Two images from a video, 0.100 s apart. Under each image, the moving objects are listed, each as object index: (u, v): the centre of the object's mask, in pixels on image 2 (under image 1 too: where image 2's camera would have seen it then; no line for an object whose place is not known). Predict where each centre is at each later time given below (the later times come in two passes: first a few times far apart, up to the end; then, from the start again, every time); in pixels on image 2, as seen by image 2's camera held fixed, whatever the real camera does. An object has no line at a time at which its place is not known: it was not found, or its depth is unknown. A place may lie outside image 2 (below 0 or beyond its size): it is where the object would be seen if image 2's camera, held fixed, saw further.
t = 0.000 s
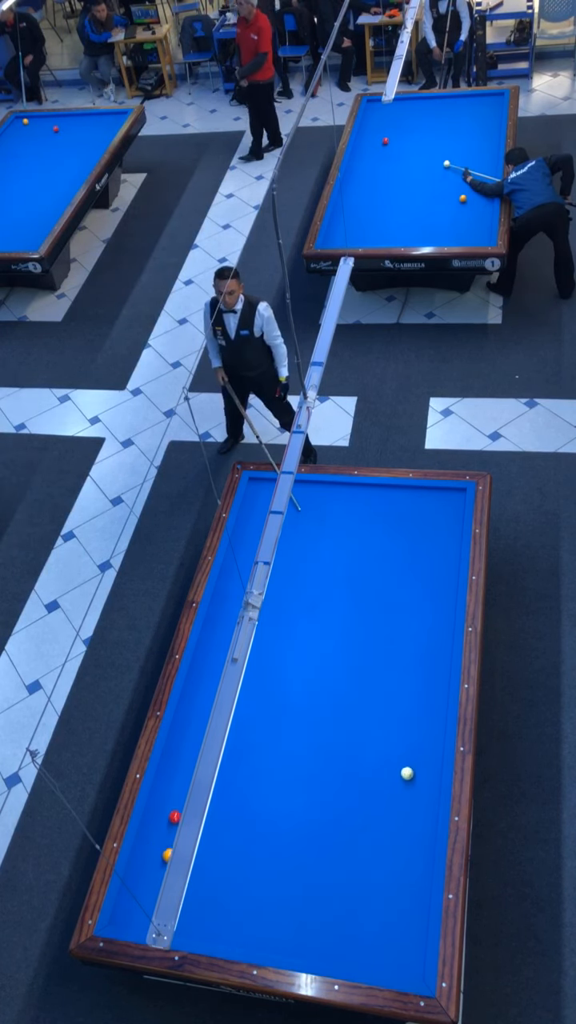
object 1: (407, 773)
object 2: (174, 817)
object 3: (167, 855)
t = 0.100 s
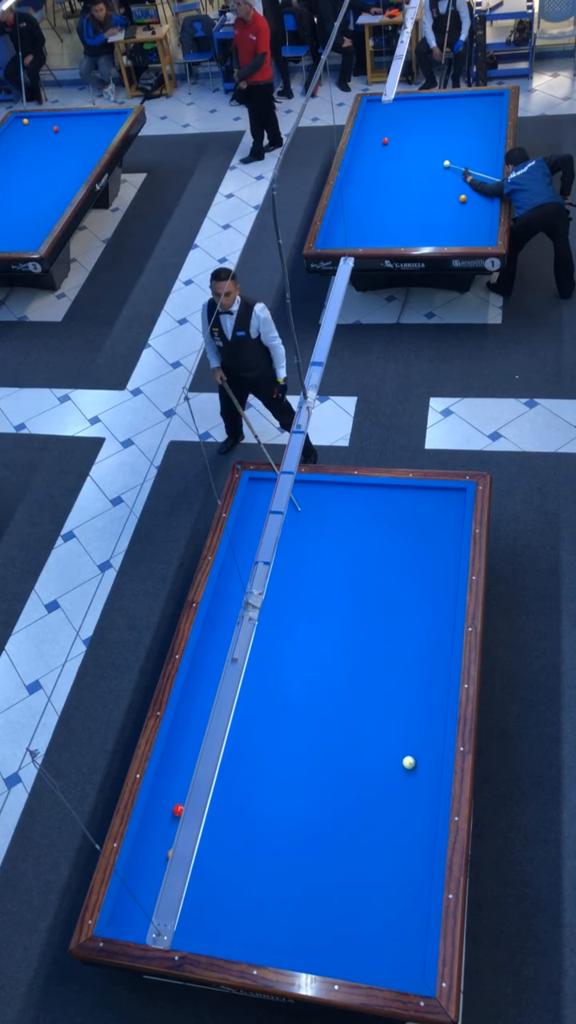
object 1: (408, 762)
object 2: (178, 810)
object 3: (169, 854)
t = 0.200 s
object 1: (410, 752)
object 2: (180, 803)
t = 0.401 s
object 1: (413, 732)
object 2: (186, 789)
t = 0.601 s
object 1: (416, 713)
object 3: (199, 852)
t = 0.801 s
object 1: (419, 695)
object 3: (206, 851)
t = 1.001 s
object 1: (421, 677)
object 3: (214, 849)
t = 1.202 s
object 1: (424, 660)
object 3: (222, 848)
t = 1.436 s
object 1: (427, 642)
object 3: (231, 847)
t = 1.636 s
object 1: (429, 627)
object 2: (232, 721)
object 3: (237, 846)
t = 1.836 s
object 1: (431, 613)
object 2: (236, 711)
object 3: (244, 845)
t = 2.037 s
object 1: (433, 600)
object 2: (240, 701)
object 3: (250, 845)
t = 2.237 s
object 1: (436, 587)
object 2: (243, 693)
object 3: (255, 844)
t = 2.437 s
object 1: (437, 575)
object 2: (247, 685)
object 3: (260, 843)
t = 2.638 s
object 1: (440, 563)
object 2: (251, 677)
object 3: (265, 843)
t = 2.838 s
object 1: (442, 552)
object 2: (255, 670)
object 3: (269, 842)
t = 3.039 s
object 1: (443, 541)
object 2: (259, 663)
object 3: (273, 841)
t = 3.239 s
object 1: (445, 531)
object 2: (262, 657)
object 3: (276, 841)
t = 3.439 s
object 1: (447, 521)
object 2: (266, 650)
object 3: (279, 840)
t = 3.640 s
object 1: (449, 512)
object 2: (269, 645)
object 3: (282, 840)
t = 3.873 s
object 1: (450, 502)
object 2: (272, 638)
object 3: (284, 840)
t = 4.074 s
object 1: (452, 494)
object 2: (275, 633)
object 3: (286, 840)
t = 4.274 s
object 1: (452, 494)
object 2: (278, 628)
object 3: (287, 839)
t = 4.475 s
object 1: (452, 499)
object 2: (280, 623)
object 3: (288, 839)
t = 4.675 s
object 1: (452, 504)
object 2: (282, 620)
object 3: (288, 839)
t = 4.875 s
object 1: (452, 508)
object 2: (284, 616)
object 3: (288, 839)
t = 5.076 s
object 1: (452, 512)
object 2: (286, 612)
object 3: (288, 839)
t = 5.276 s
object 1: (451, 516)
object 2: (288, 609)
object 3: (288, 839)
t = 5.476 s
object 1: (451, 519)
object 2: (290, 606)
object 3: (288, 839)
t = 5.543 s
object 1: (451, 520)
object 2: (290, 605)
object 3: (288, 839)
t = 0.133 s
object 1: (409, 759)
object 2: (179, 807)
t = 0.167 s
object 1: (410, 756)
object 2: (180, 805)
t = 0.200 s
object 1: (410, 752)
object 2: (180, 803)
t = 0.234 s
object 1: (410, 748)
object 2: (181, 800)
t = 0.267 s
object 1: (411, 745)
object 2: (182, 798)
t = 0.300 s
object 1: (411, 742)
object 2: (184, 796)
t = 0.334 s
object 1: (412, 739)
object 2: (184, 793)
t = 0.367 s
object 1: (413, 735)
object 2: (185, 792)
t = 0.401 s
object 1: (413, 732)
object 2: (186, 789)
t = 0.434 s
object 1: (413, 728)
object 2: (187, 787)
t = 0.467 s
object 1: (414, 725)
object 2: (188, 784)
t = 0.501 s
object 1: (414, 722)
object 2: (189, 782)
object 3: (197, 853)
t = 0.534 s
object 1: (415, 719)
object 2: (189, 781)
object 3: (198, 853)
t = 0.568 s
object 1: (415, 715)
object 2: (190, 780)
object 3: (199, 852)
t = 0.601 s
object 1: (416, 713)
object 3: (199, 852)
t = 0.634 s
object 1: (417, 709)
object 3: (200, 852)
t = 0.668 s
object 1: (417, 706)
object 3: (201, 852)
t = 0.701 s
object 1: (418, 703)
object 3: (202, 851)
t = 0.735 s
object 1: (418, 700)
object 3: (203, 851)
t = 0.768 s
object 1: (418, 697)
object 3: (205, 851)
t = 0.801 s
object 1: (419, 695)
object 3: (206, 851)
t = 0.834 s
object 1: (419, 692)
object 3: (208, 850)
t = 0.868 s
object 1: (420, 689)
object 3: (209, 850)
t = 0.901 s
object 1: (420, 686)
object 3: (210, 850)
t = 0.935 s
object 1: (420, 683)
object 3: (212, 850)
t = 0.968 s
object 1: (421, 680)
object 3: (213, 850)
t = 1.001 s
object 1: (421, 677)
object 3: (214, 849)
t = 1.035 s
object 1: (422, 674)
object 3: (216, 849)
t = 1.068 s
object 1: (422, 671)
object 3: (217, 849)
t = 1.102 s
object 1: (423, 669)
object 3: (218, 849)
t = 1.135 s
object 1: (423, 666)
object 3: (219, 849)
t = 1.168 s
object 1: (424, 663)
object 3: (221, 849)
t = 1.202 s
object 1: (424, 660)
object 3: (222, 848)
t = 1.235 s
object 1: (424, 658)
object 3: (223, 848)
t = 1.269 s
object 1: (425, 655)
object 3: (224, 848)
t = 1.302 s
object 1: (425, 653)
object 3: (226, 848)
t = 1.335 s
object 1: (426, 650)
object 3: (227, 848)
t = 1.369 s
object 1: (426, 647)
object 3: (228, 848)
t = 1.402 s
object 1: (427, 645)
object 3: (229, 847)
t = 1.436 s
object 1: (427, 642)
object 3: (231, 847)
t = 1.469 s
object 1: (427, 640)
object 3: (232, 847)
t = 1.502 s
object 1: (428, 637)
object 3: (233, 847)
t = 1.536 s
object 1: (428, 635)
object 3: (234, 847)
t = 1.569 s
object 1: (428, 632)
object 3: (235, 847)
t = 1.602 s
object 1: (429, 630)
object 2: (231, 723)
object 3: (236, 846)
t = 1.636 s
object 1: (429, 627)
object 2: (232, 721)
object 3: (237, 846)
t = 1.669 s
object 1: (429, 625)
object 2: (233, 720)
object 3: (238, 846)
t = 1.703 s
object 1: (430, 623)
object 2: (233, 718)
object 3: (240, 846)
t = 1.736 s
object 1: (430, 620)
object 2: (234, 716)
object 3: (241, 846)
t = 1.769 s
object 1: (431, 618)
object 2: (234, 714)
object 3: (242, 846)
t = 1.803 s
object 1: (431, 616)
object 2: (235, 712)
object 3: (243, 846)
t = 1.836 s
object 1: (431, 613)
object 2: (236, 711)
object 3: (244, 845)
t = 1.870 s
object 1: (432, 611)
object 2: (236, 710)
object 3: (245, 845)
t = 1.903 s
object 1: (432, 609)
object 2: (237, 708)
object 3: (246, 845)
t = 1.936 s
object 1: (432, 607)
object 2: (238, 707)
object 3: (247, 845)
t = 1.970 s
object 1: (433, 604)
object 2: (239, 704)
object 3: (248, 845)
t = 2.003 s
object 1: (433, 602)
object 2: (239, 704)
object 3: (249, 845)
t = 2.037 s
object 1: (433, 600)
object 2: (240, 701)
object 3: (250, 845)
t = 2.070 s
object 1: (434, 597)
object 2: (240, 700)
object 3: (251, 845)
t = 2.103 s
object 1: (434, 595)
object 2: (241, 698)
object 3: (252, 844)
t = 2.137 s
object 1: (435, 593)
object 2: (241, 697)
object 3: (252, 844)
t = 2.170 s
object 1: (435, 591)
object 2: (242, 696)
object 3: (253, 844)
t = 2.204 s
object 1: (435, 589)
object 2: (242, 694)
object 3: (254, 844)
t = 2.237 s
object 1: (436, 587)
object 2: (243, 693)
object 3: (255, 844)
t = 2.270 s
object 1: (436, 585)
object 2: (244, 691)
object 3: (256, 844)
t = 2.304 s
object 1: (436, 583)
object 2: (244, 690)
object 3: (257, 844)
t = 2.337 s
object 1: (437, 581)
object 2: (245, 689)
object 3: (258, 844)
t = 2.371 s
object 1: (437, 579)
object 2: (246, 687)
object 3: (259, 843)
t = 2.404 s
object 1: (437, 577)
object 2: (246, 686)
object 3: (260, 843)
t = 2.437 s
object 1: (437, 575)
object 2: (247, 685)
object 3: (260, 843)
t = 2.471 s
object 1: (438, 572)
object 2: (248, 684)
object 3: (261, 843)
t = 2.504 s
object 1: (438, 571)
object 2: (248, 682)
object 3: (262, 843)
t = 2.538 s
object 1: (439, 569)
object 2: (249, 681)
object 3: (263, 843)
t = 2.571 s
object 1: (439, 567)
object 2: (250, 679)
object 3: (264, 843)
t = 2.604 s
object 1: (439, 565)
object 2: (251, 678)
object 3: (264, 843)
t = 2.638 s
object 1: (440, 563)
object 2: (251, 677)
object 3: (265, 843)
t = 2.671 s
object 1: (440, 561)
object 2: (252, 676)
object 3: (266, 843)
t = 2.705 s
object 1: (440, 559)
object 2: (252, 675)
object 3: (267, 842)
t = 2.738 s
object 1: (441, 557)
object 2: (253, 673)
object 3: (267, 842)
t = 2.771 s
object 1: (441, 555)
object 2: (254, 672)
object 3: (268, 842)
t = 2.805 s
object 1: (441, 553)
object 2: (255, 671)
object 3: (269, 842)
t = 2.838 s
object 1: (442, 552)
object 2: (255, 670)
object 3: (269, 842)
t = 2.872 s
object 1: (442, 550)
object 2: (256, 668)
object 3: (270, 842)
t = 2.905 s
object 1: (442, 548)
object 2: (256, 668)
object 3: (271, 842)
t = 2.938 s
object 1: (442, 546)
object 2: (257, 667)
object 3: (271, 842)
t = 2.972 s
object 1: (443, 545)
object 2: (257, 666)
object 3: (272, 842)
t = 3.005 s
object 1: (443, 543)
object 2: (258, 664)
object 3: (272, 841)
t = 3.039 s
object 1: (443, 541)
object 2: (259, 663)
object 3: (273, 841)
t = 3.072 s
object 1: (444, 539)
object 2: (260, 662)
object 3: (274, 841)
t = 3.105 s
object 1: (444, 538)
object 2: (260, 661)
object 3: (274, 841)
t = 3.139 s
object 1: (444, 536)
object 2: (261, 660)
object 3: (275, 841)
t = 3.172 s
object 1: (445, 534)
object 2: (261, 659)
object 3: (275, 841)
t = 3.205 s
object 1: (445, 533)
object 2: (262, 657)
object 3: (276, 841)
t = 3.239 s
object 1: (445, 531)
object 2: (262, 657)
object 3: (276, 841)
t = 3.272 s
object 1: (445, 529)
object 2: (263, 655)
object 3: (277, 840)
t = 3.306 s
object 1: (446, 528)
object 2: (264, 654)
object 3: (277, 840)
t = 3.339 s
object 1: (446, 526)
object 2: (264, 653)
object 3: (278, 840)
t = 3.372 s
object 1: (446, 525)
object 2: (265, 652)
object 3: (279, 840)
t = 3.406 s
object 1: (447, 523)
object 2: (265, 651)
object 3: (279, 840)
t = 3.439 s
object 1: (447, 521)
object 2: (266, 650)
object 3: (279, 840)
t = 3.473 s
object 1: (447, 520)
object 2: (266, 649)
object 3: (280, 840)
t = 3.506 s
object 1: (447, 518)
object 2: (267, 648)
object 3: (280, 840)
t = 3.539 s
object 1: (448, 517)
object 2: (267, 647)
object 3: (281, 840)
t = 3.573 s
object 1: (448, 515)
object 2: (268, 646)
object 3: (281, 840)
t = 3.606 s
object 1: (448, 514)
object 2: (269, 646)
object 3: (281, 840)
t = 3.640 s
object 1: (449, 512)
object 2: (269, 645)
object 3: (282, 840)
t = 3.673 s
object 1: (449, 511)
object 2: (270, 643)
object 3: (282, 840)
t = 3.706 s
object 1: (449, 509)
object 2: (270, 643)
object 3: (283, 840)
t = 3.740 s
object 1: (450, 508)
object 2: (270, 642)
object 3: (283, 840)
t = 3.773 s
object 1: (450, 506)
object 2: (271, 641)
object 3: (283, 840)
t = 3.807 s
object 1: (450, 505)
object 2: (271, 640)
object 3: (284, 840)
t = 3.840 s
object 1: (450, 503)
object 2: (272, 639)
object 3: (284, 840)
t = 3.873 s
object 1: (450, 502)
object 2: (272, 638)
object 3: (284, 840)
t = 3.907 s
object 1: (451, 501)
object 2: (273, 637)
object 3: (285, 840)
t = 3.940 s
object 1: (451, 499)
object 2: (273, 636)
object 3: (285, 839)
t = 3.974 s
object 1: (451, 498)
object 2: (274, 636)
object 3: (285, 839)
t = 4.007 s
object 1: (451, 496)
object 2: (274, 635)
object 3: (285, 840)
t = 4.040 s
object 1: (452, 495)
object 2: (275, 634)
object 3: (286, 839)
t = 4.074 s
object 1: (452, 494)
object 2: (275, 633)
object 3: (286, 840)
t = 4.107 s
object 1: (452, 492)
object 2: (276, 632)
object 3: (286, 839)
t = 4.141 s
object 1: (452, 491)
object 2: (276, 631)
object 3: (286, 839)
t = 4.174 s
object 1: (452, 492)
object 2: (277, 630)
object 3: (287, 839)
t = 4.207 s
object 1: (453, 493)
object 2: (277, 630)
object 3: (287, 839)
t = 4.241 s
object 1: (452, 494)
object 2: (277, 629)
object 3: (287, 839)
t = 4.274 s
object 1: (452, 494)
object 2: (278, 628)
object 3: (287, 839)
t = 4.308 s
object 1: (452, 495)
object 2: (278, 627)
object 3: (287, 839)
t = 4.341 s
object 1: (452, 496)
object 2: (279, 627)
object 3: (287, 839)
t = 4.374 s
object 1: (452, 497)
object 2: (279, 626)
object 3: (287, 839)
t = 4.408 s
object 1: (452, 498)
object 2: (279, 625)
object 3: (288, 839)
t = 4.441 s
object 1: (452, 498)
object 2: (280, 624)
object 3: (288, 839)
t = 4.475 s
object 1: (452, 499)
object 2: (280, 623)
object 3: (288, 839)
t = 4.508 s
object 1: (452, 500)
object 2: (281, 623)
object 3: (288, 839)
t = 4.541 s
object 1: (452, 501)
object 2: (281, 622)
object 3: (288, 839)
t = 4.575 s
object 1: (452, 501)
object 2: (281, 622)
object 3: (288, 839)
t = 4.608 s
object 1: (452, 502)
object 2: (282, 621)
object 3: (288, 839)
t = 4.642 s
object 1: (452, 503)
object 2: (282, 620)
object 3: (288, 839)
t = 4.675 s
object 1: (452, 504)
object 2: (282, 620)
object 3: (288, 839)
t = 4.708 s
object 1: (452, 504)
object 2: (283, 619)
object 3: (288, 839)
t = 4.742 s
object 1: (452, 505)
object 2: (283, 618)
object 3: (288, 839)
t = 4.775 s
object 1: (452, 506)
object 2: (283, 618)
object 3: (288, 839)
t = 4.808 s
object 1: (452, 506)
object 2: (284, 617)
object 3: (288, 839)
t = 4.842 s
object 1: (452, 507)
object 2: (284, 616)
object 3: (288, 839)
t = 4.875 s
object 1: (452, 508)
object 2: (284, 616)
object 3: (288, 839)
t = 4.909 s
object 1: (452, 508)
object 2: (285, 615)
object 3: (288, 839)
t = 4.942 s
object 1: (452, 509)
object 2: (285, 615)
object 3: (288, 839)
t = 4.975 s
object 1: (452, 510)
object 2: (285, 614)
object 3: (288, 839)
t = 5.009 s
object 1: (452, 510)
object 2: (285, 613)
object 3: (288, 839)
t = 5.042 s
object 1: (452, 511)
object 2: (286, 613)
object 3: (288, 839)
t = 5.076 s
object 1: (452, 512)
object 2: (286, 612)
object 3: (288, 839)
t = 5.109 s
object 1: (452, 512)
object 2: (286, 612)
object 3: (288, 839)
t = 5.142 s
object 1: (452, 513)
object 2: (287, 611)
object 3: (288, 839)
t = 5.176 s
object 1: (452, 514)
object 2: (287, 610)
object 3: (288, 839)
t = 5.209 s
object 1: (451, 514)
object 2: (287, 610)
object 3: (288, 839)
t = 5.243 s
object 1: (451, 515)
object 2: (288, 609)
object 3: (288, 839)
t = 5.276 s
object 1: (451, 516)
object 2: (288, 609)
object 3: (288, 839)
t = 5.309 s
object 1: (451, 516)
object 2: (288, 609)
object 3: (288, 839)
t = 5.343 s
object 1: (451, 517)
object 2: (288, 608)
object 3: (288, 839)
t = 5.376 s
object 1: (451, 517)
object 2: (289, 607)
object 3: (288, 839)
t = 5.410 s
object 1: (451, 518)
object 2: (289, 607)
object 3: (288, 839)
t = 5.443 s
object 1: (451, 519)
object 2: (289, 607)
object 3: (288, 839)
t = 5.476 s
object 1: (451, 519)
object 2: (290, 606)
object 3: (288, 839)
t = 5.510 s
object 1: (451, 520)
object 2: (290, 605)
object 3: (288, 839)
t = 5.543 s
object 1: (451, 520)
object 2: (290, 605)
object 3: (288, 839)
